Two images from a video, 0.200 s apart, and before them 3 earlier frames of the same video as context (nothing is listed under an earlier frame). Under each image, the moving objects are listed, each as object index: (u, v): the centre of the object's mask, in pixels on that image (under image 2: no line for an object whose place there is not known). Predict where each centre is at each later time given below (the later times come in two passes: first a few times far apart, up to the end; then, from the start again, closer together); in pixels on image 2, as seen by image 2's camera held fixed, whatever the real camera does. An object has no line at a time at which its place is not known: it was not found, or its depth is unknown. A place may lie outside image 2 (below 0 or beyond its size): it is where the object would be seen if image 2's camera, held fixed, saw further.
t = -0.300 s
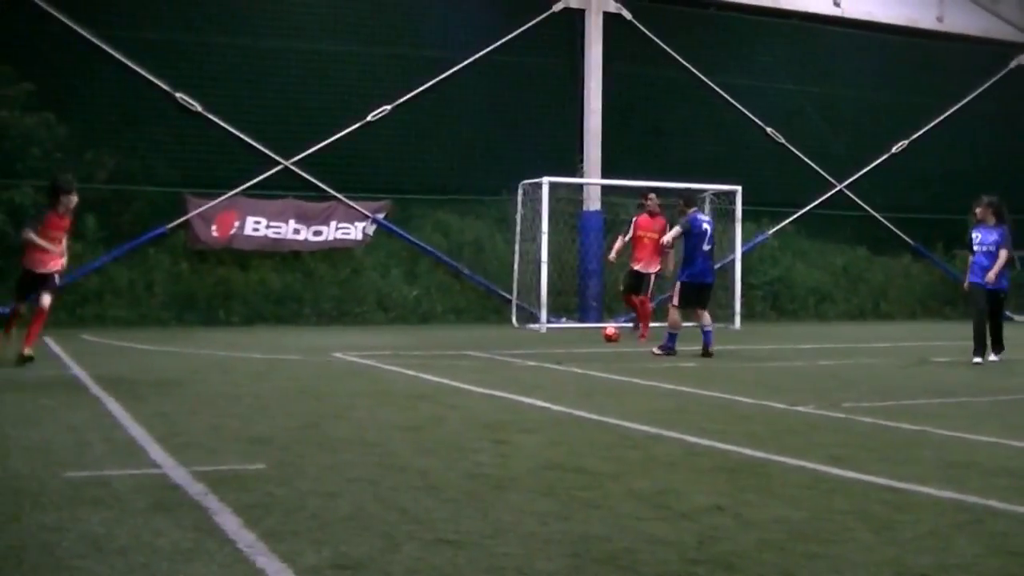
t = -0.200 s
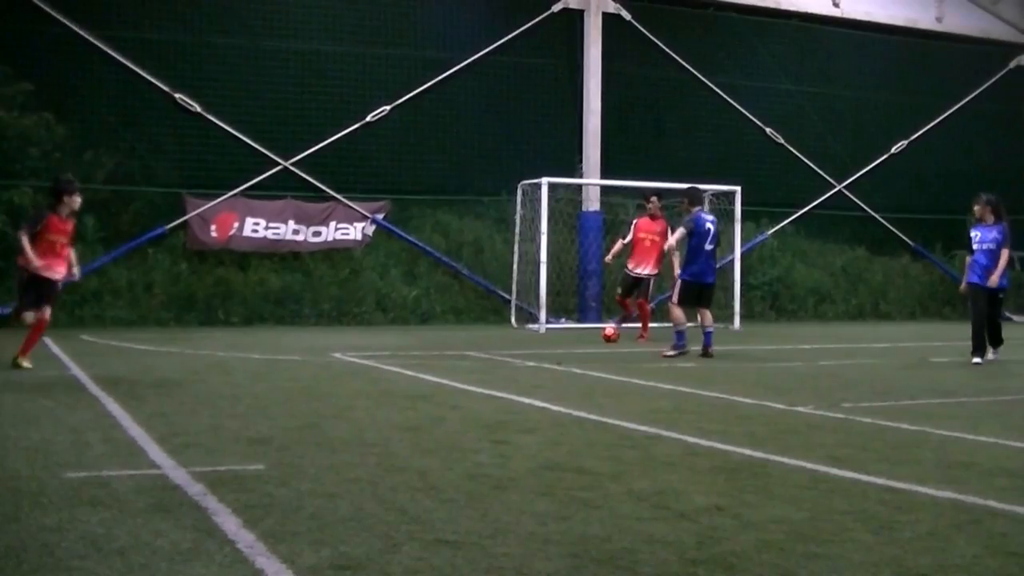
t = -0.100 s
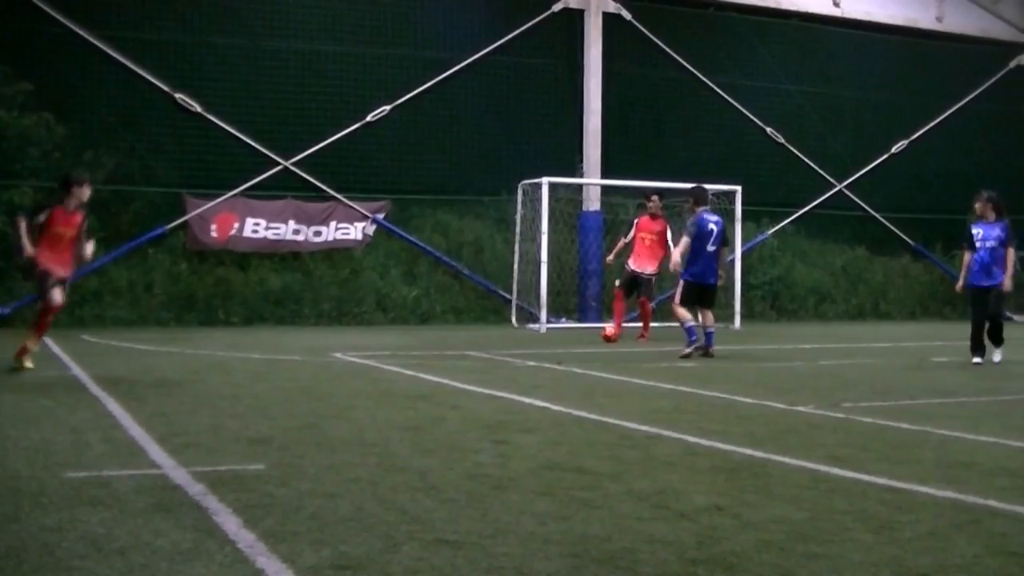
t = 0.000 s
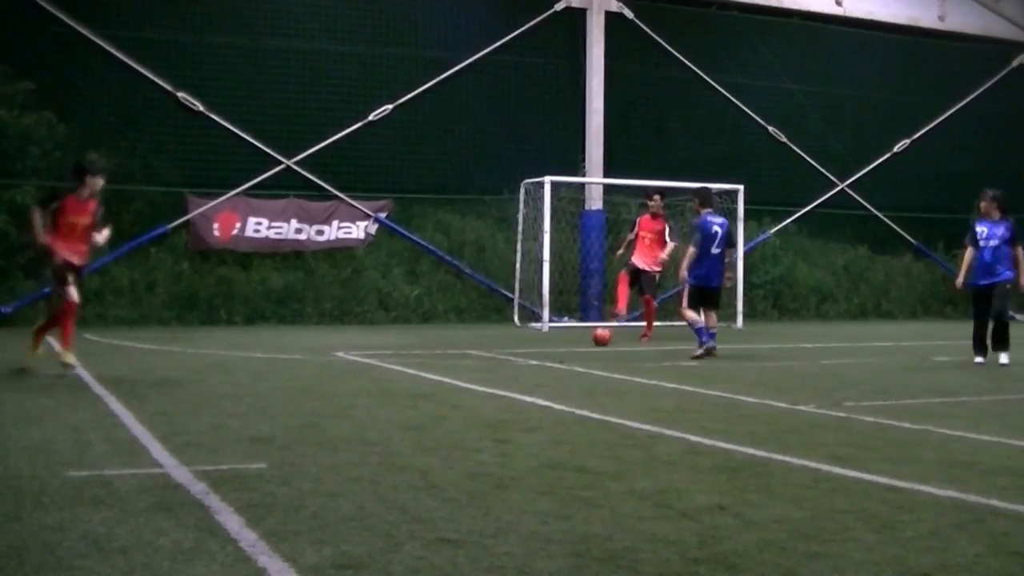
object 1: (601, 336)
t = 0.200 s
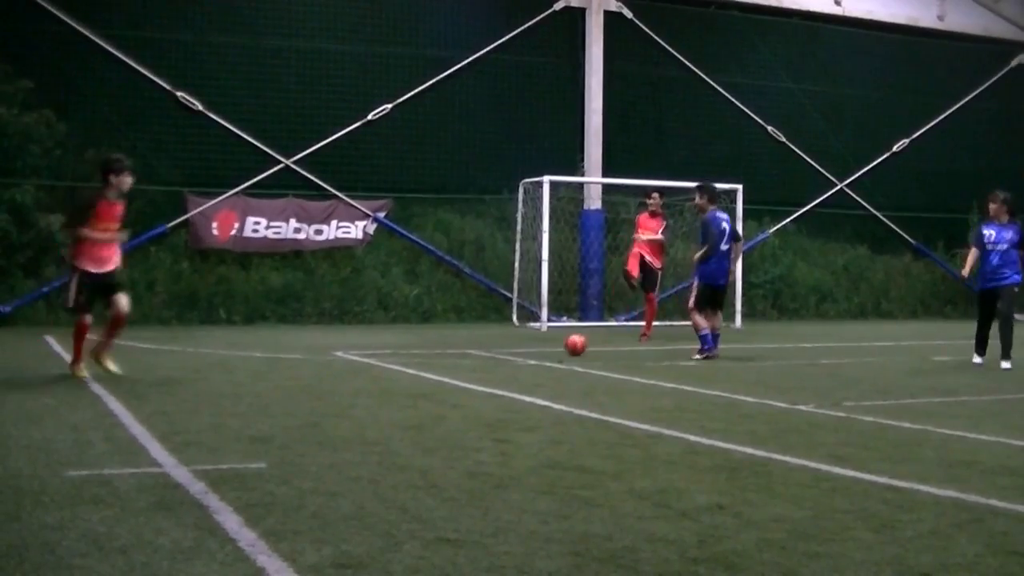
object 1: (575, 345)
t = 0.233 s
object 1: (570, 347)
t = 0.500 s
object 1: (537, 357)
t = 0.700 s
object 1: (507, 369)
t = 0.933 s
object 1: (466, 385)
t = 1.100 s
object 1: (426, 398)
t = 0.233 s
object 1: (570, 347)
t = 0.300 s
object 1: (563, 349)
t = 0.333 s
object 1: (559, 351)
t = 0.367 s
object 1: (555, 351)
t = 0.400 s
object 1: (550, 353)
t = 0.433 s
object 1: (546, 356)
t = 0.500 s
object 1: (537, 357)
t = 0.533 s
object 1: (533, 358)
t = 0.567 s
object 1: (528, 361)
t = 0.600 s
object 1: (523, 364)
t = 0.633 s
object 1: (518, 364)
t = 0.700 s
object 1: (507, 369)
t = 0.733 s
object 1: (502, 372)
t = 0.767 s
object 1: (496, 373)
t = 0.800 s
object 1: (490, 374)
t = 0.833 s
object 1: (485, 377)
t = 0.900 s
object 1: (472, 383)
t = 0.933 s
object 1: (466, 385)
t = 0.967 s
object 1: (458, 388)
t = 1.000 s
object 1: (450, 390)
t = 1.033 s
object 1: (443, 393)
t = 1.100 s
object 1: (426, 398)
